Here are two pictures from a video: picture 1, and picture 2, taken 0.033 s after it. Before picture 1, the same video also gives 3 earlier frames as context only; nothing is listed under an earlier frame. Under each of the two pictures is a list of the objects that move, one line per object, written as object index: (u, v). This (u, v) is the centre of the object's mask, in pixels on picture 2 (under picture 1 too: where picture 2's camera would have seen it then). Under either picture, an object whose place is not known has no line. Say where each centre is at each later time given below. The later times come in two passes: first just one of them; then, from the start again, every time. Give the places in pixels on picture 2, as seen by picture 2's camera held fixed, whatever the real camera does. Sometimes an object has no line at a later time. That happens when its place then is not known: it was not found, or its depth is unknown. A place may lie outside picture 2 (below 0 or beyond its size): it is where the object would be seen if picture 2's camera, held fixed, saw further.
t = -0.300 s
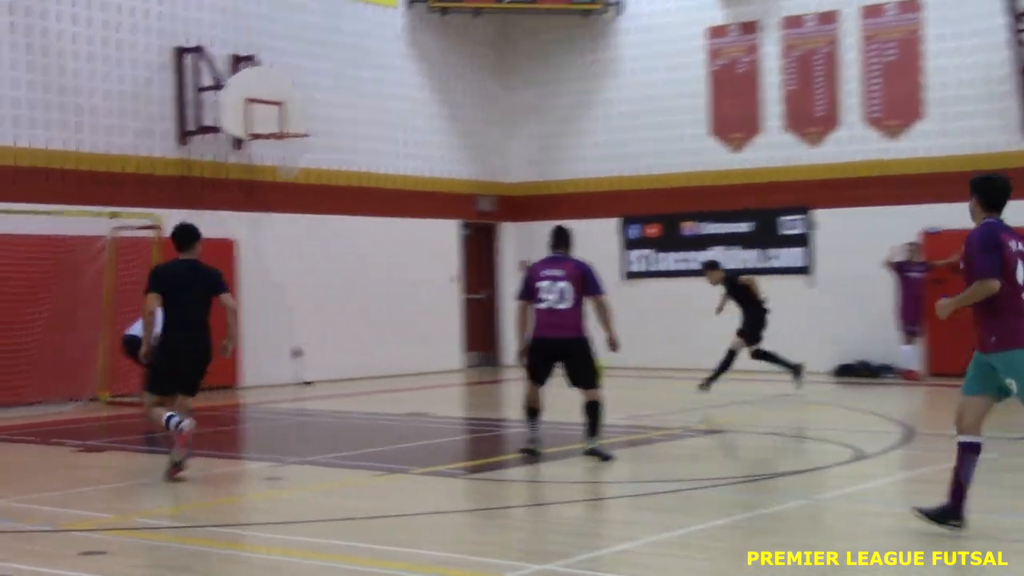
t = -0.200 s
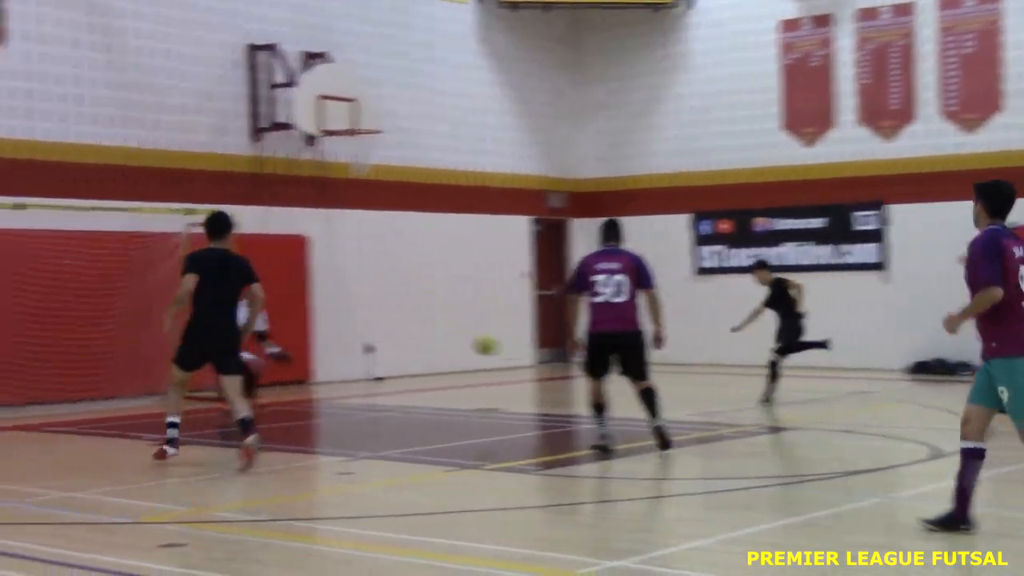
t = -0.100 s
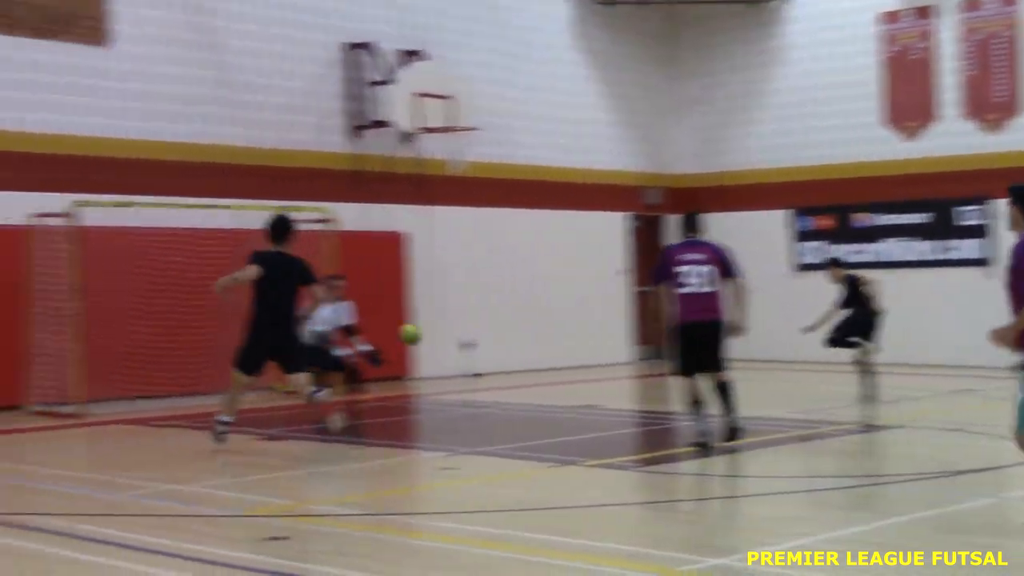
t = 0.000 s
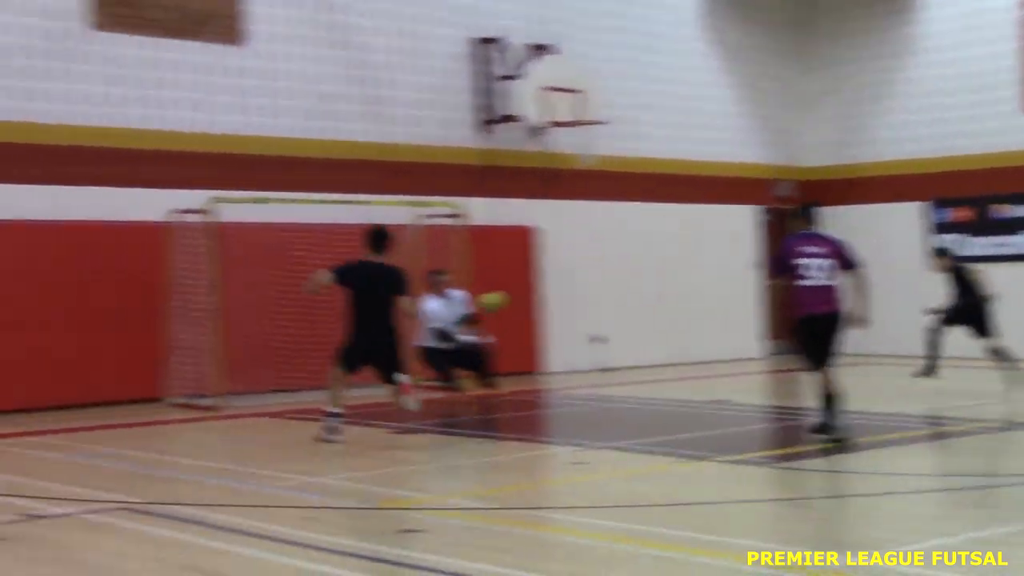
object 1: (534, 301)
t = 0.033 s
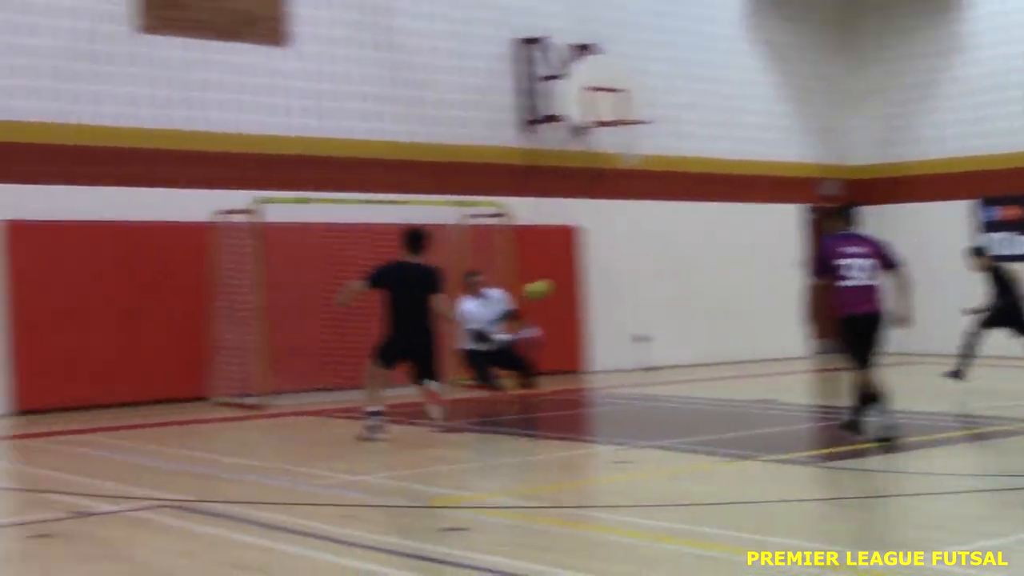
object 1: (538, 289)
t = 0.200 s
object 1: (549, 253)
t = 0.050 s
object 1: (539, 284)
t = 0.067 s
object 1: (540, 280)
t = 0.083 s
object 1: (541, 275)
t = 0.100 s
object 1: (542, 271)
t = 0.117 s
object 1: (542, 268)
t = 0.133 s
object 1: (543, 265)
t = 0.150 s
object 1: (545, 262)
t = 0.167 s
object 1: (546, 259)
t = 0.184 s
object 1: (547, 256)
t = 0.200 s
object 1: (549, 253)
